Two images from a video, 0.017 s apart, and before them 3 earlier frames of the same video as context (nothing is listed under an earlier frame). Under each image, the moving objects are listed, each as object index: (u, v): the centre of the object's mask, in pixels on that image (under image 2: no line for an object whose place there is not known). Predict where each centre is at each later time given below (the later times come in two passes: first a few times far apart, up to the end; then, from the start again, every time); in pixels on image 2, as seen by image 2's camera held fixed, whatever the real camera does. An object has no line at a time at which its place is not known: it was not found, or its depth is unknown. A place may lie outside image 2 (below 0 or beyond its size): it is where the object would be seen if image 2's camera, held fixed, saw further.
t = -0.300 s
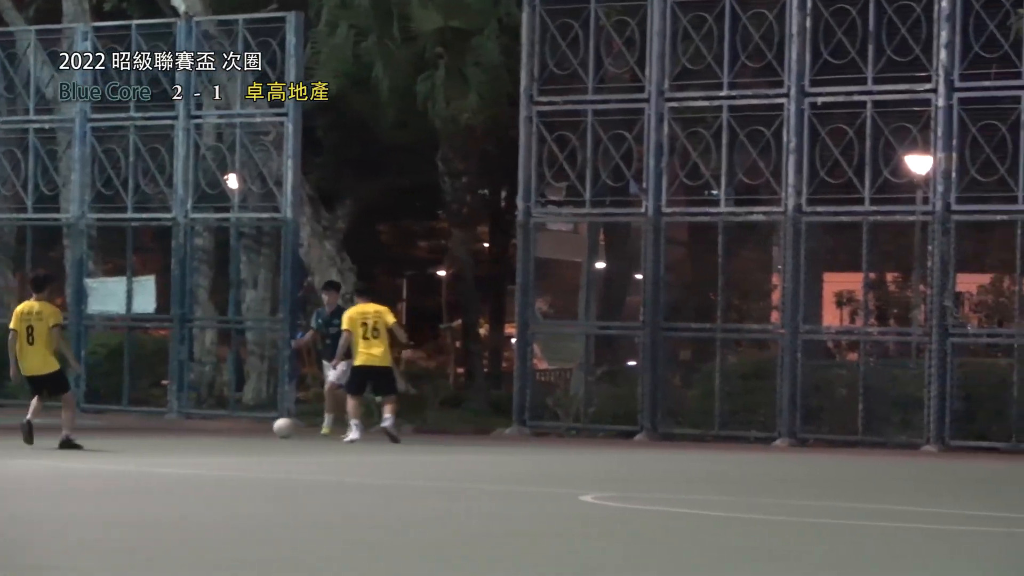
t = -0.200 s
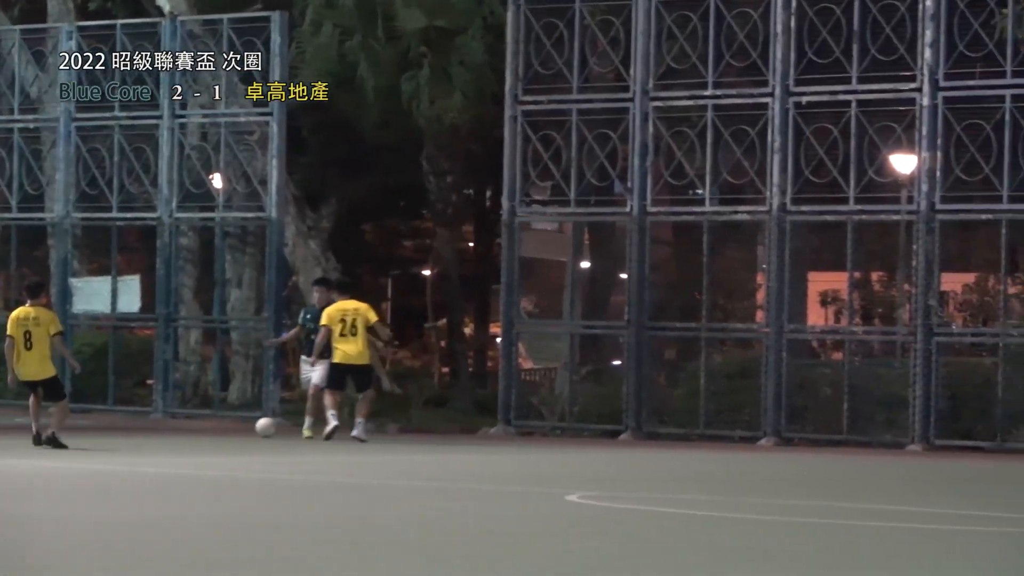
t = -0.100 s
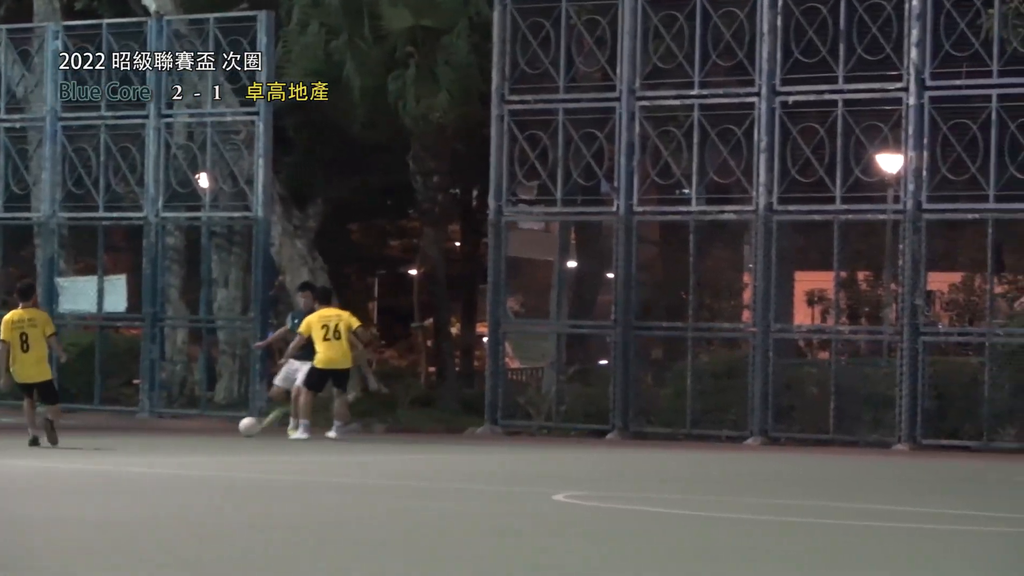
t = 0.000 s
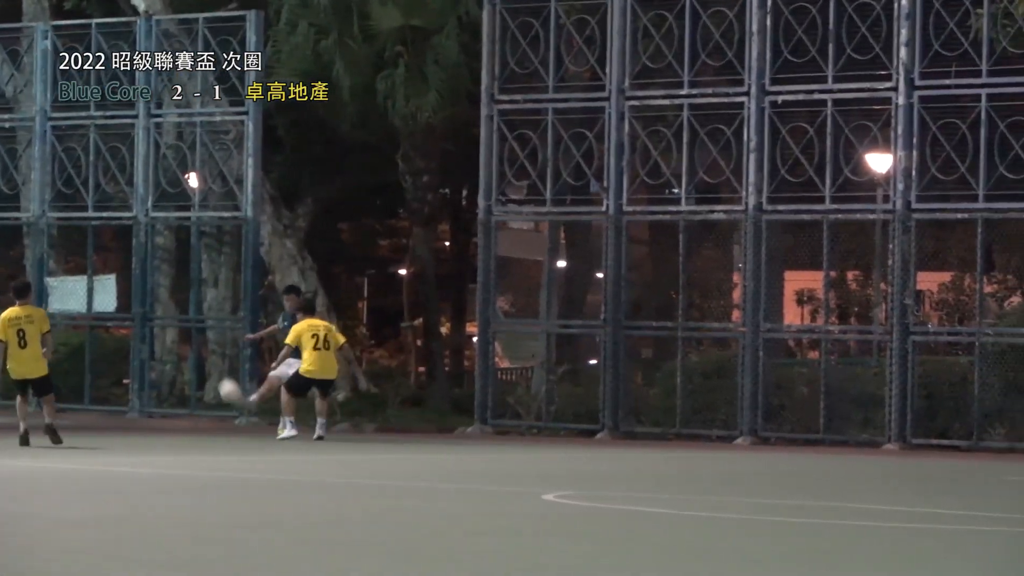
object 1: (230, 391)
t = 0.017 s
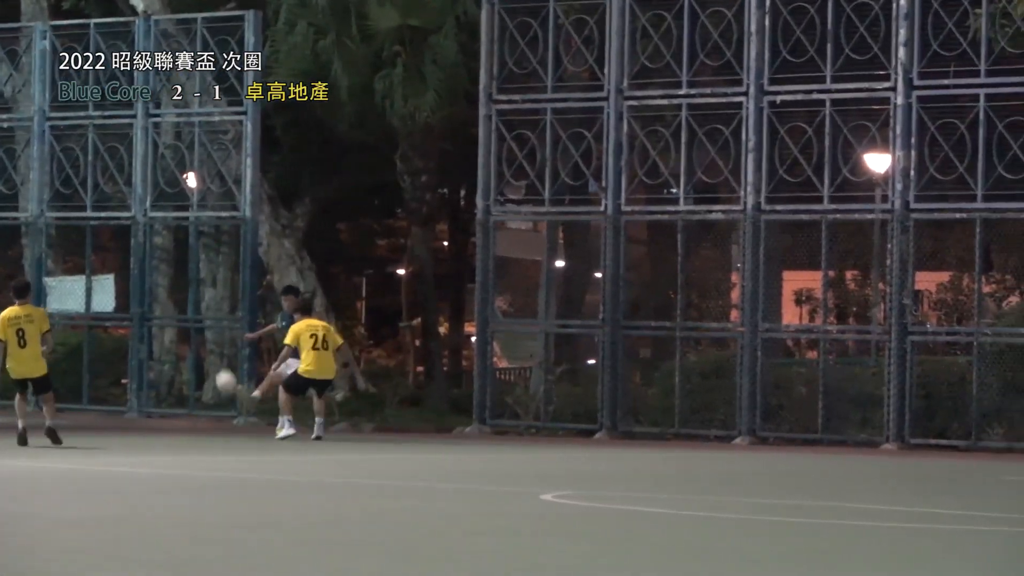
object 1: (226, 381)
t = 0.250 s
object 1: (210, 271)
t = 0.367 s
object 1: (209, 229)
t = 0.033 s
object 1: (225, 373)
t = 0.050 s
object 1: (223, 364)
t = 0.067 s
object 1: (222, 355)
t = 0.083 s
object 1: (220, 346)
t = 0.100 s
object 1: (218, 339)
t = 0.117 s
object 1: (217, 331)
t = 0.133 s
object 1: (216, 323)
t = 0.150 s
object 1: (215, 315)
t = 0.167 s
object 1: (213, 307)
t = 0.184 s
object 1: (212, 301)
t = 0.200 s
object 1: (212, 292)
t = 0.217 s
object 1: (211, 285)
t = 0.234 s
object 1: (211, 277)
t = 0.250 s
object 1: (210, 271)
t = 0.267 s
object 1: (211, 265)
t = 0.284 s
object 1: (210, 258)
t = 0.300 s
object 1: (210, 252)
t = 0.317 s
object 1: (209, 246)
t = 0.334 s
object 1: (209, 240)
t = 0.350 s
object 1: (209, 234)
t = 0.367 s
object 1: (209, 229)
